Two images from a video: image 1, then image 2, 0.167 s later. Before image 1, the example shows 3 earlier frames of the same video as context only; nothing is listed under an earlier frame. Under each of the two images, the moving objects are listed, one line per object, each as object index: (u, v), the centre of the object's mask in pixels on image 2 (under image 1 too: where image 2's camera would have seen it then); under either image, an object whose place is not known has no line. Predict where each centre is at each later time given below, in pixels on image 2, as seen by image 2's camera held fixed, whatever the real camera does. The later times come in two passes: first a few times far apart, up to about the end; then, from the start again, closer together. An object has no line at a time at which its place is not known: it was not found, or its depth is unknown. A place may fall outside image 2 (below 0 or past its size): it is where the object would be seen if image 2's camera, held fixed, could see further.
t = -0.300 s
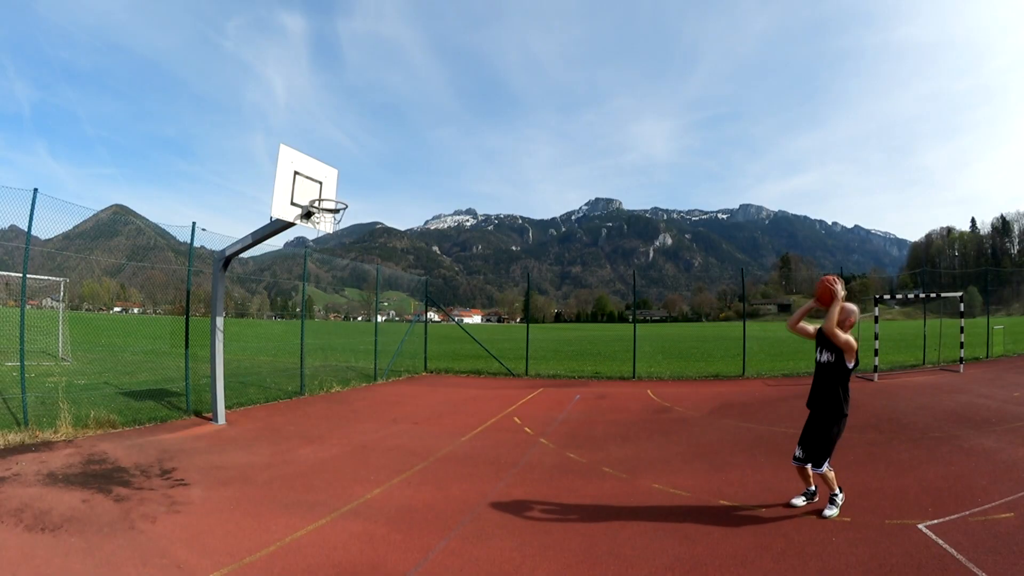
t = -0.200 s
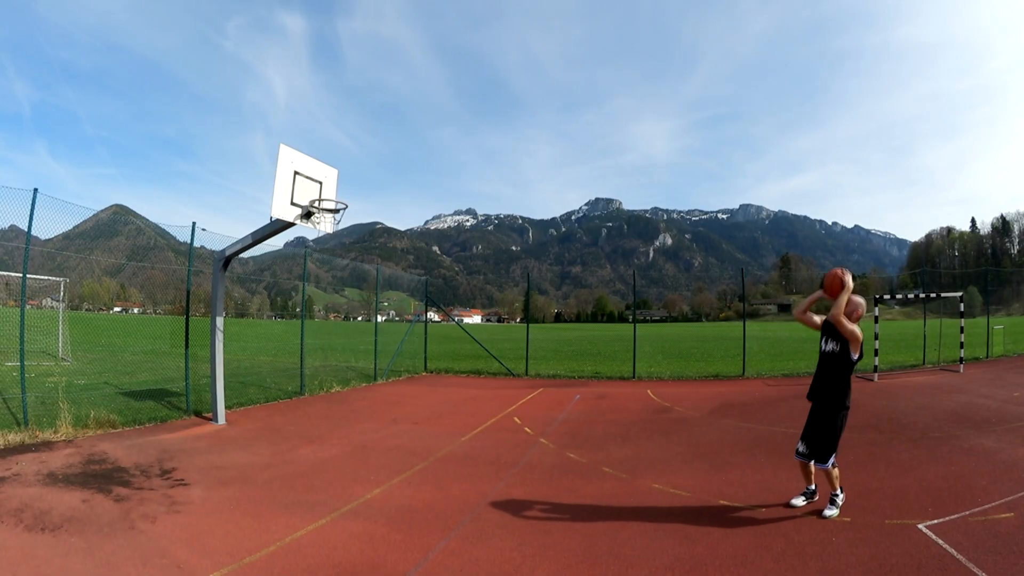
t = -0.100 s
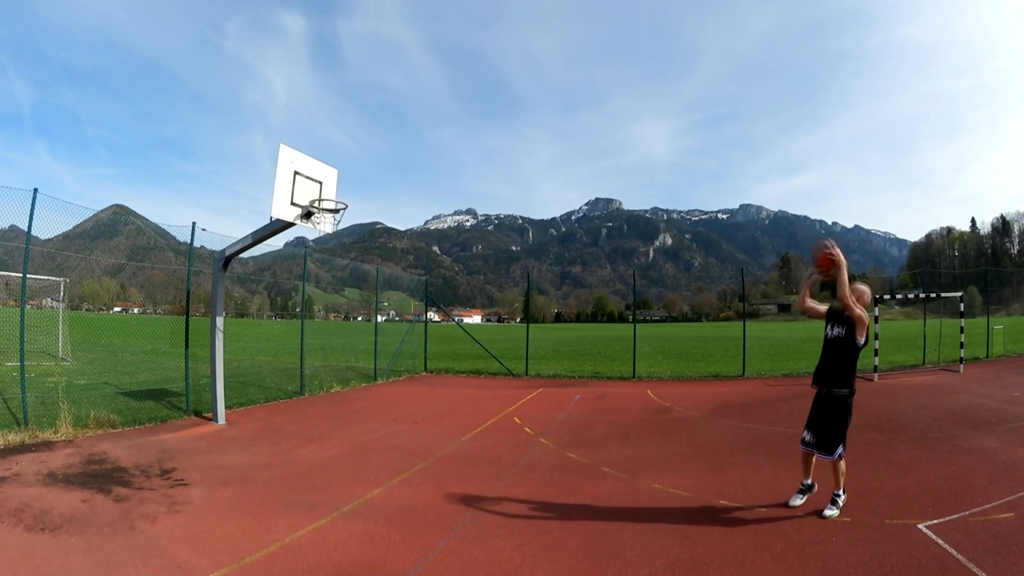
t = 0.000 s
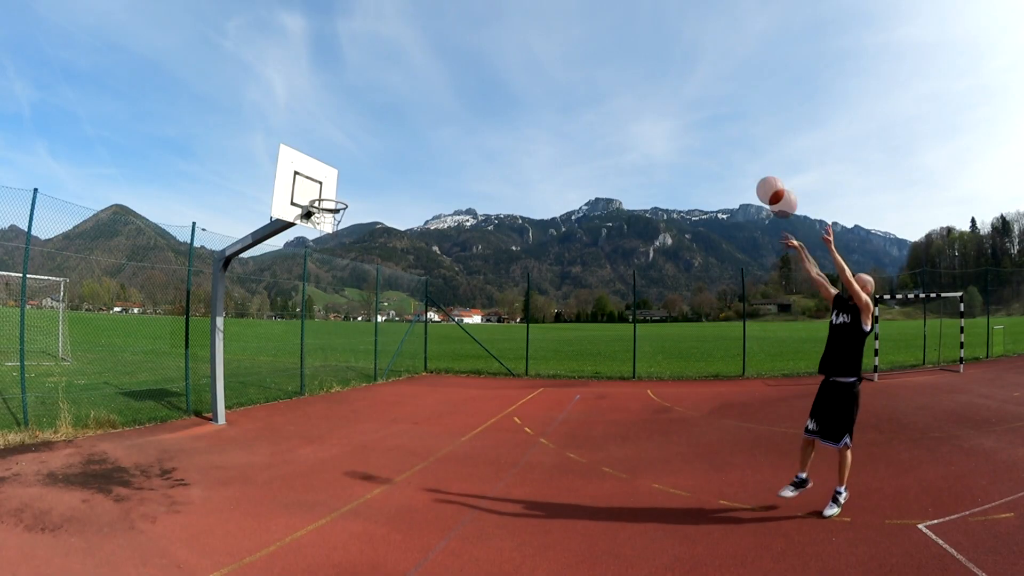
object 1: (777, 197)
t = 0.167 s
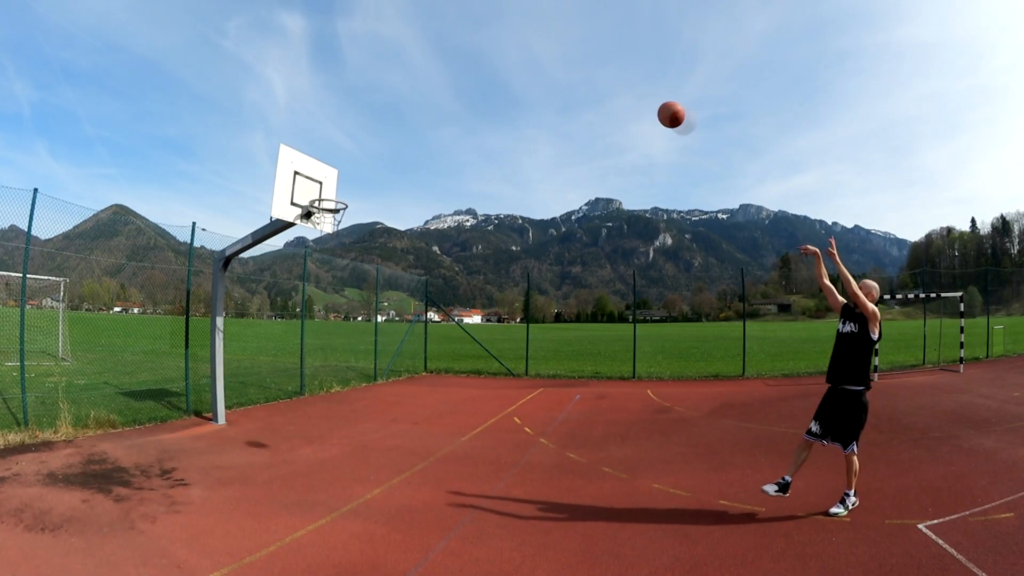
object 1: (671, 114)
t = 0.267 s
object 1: (615, 88)
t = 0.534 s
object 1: (493, 79)
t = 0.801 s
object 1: (399, 129)
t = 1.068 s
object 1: (324, 211)
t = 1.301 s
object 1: (319, 250)
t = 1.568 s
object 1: (314, 363)
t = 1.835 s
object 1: (315, 418)
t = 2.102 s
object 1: (316, 319)
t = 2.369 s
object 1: (318, 289)
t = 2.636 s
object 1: (319, 341)
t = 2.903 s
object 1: (327, 498)
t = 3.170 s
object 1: (316, 415)
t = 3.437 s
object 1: (305, 372)
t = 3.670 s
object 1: (297, 422)
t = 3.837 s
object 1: (297, 516)
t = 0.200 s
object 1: (654, 104)
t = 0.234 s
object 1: (636, 97)
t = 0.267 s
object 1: (615, 88)
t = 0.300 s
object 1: (600, 83)
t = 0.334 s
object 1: (584, 80)
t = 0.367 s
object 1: (564, 76)
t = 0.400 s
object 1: (553, 74)
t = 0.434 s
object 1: (536, 74)
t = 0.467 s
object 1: (519, 75)
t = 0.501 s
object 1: (509, 76)
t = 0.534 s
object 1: (493, 79)
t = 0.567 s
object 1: (478, 83)
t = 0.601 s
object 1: (469, 86)
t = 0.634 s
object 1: (454, 92)
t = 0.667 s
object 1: (440, 99)
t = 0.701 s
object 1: (432, 104)
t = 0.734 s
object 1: (419, 113)
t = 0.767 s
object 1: (406, 123)
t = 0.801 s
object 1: (399, 129)
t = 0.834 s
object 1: (387, 140)
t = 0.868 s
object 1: (374, 152)
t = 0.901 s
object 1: (368, 160)
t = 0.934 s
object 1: (356, 174)
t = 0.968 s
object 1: (346, 189)
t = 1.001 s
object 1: (338, 197)
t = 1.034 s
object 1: (328, 206)
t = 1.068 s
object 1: (324, 211)
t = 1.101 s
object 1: (322, 215)
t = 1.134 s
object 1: (322, 219)
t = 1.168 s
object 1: (321, 224)
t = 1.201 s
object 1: (321, 229)
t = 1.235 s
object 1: (320, 234)
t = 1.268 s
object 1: (320, 242)
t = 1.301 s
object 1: (319, 250)
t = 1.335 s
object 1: (318, 258)
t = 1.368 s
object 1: (318, 270)
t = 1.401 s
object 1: (317, 285)
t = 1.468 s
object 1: (315, 310)
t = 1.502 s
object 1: (315, 330)
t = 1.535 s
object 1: (314, 341)
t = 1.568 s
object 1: (314, 363)
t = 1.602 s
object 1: (315, 387)
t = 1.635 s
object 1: (314, 399)
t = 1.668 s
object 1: (315, 427)
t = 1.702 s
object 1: (315, 439)
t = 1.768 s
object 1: (312, 447)
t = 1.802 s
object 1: (315, 429)
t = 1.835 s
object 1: (315, 418)
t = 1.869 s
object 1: (315, 402)
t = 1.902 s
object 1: (315, 385)
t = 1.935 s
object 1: (314, 377)
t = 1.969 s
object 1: (314, 362)
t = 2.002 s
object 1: (315, 348)
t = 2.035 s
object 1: (315, 340)
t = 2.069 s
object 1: (315, 329)
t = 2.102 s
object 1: (316, 319)
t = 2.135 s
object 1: (316, 313)
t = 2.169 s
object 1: (316, 306)
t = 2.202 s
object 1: (317, 299)
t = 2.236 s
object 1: (318, 295)
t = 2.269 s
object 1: (318, 292)
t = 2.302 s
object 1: (318, 290)
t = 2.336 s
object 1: (318, 289)
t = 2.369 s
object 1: (318, 289)
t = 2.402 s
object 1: (318, 291)
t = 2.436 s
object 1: (319, 293)
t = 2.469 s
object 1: (319, 298)
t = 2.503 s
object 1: (319, 304)
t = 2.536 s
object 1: (319, 310)
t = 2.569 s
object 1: (319, 321)
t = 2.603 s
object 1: (319, 333)
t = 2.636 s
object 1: (319, 341)
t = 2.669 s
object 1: (320, 356)
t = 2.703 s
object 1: (320, 374)
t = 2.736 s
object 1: (321, 385)
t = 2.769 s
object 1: (321, 407)
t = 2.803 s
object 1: (323, 431)
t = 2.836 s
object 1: (323, 444)
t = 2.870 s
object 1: (325, 470)
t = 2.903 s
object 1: (327, 498)
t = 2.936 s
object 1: (329, 512)
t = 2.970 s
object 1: (327, 499)
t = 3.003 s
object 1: (324, 480)
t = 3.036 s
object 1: (323, 470)
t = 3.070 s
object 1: (320, 453)
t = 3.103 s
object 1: (319, 437)
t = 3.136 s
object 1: (317, 426)
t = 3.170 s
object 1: (316, 415)
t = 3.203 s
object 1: (314, 403)
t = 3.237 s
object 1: (313, 395)
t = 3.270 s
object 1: (311, 388)
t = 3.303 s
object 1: (310, 381)
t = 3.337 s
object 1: (309, 377)
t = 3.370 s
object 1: (308, 374)
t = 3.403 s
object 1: (306, 372)
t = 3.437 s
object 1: (305, 372)
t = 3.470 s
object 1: (304, 373)
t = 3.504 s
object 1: (303, 377)
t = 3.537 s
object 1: (301, 381)
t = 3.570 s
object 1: (300, 389)
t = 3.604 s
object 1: (299, 400)
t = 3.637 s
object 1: (298, 407)
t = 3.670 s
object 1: (297, 422)
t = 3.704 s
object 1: (297, 435)
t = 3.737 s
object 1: (296, 455)
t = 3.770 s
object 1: (296, 472)
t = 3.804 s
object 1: (296, 491)
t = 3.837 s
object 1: (297, 516)
